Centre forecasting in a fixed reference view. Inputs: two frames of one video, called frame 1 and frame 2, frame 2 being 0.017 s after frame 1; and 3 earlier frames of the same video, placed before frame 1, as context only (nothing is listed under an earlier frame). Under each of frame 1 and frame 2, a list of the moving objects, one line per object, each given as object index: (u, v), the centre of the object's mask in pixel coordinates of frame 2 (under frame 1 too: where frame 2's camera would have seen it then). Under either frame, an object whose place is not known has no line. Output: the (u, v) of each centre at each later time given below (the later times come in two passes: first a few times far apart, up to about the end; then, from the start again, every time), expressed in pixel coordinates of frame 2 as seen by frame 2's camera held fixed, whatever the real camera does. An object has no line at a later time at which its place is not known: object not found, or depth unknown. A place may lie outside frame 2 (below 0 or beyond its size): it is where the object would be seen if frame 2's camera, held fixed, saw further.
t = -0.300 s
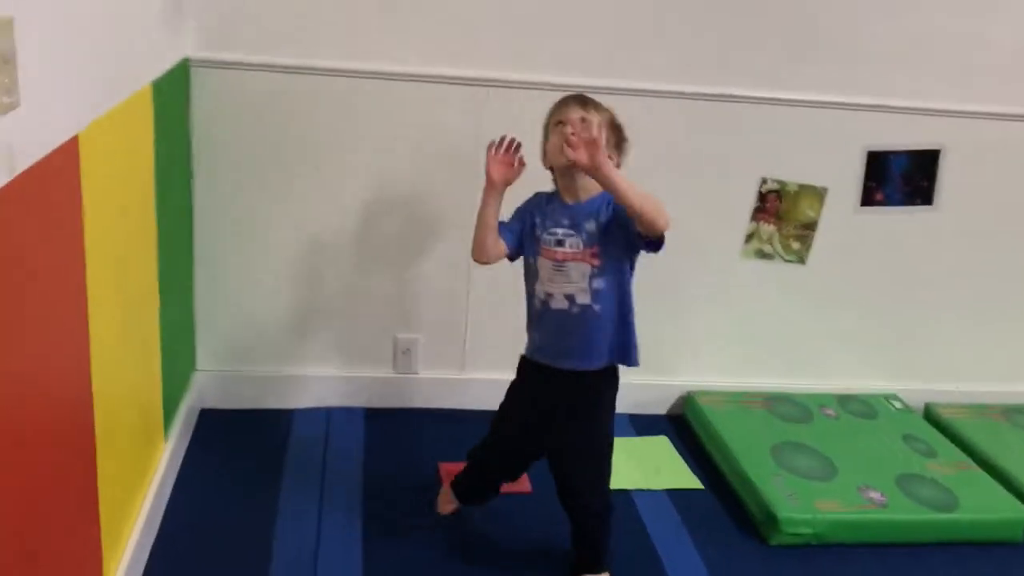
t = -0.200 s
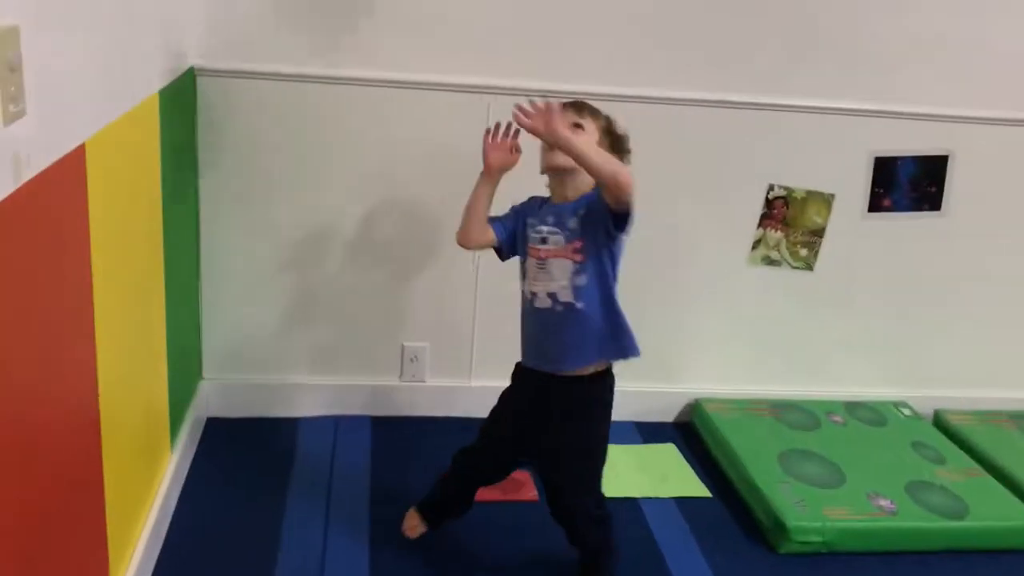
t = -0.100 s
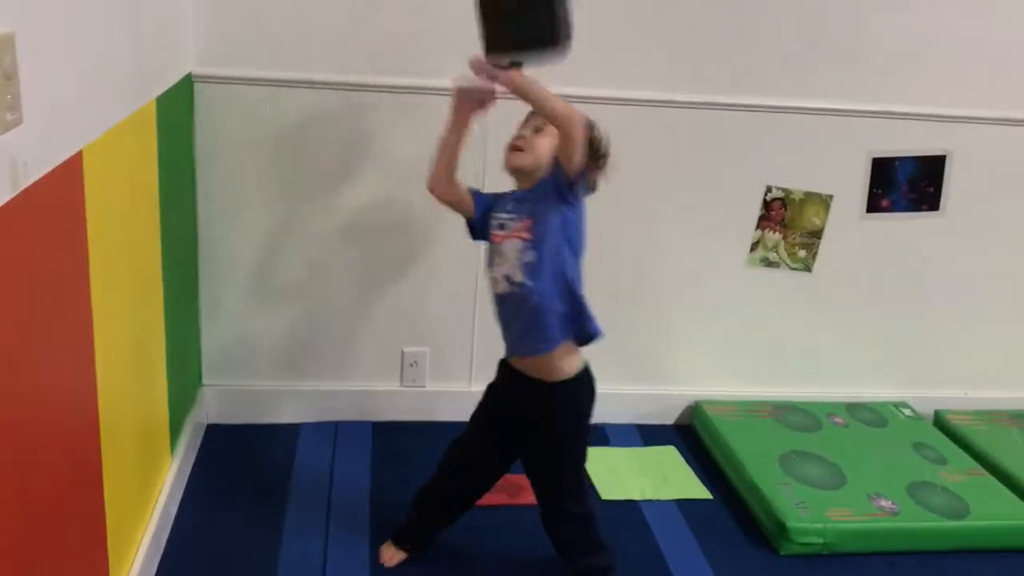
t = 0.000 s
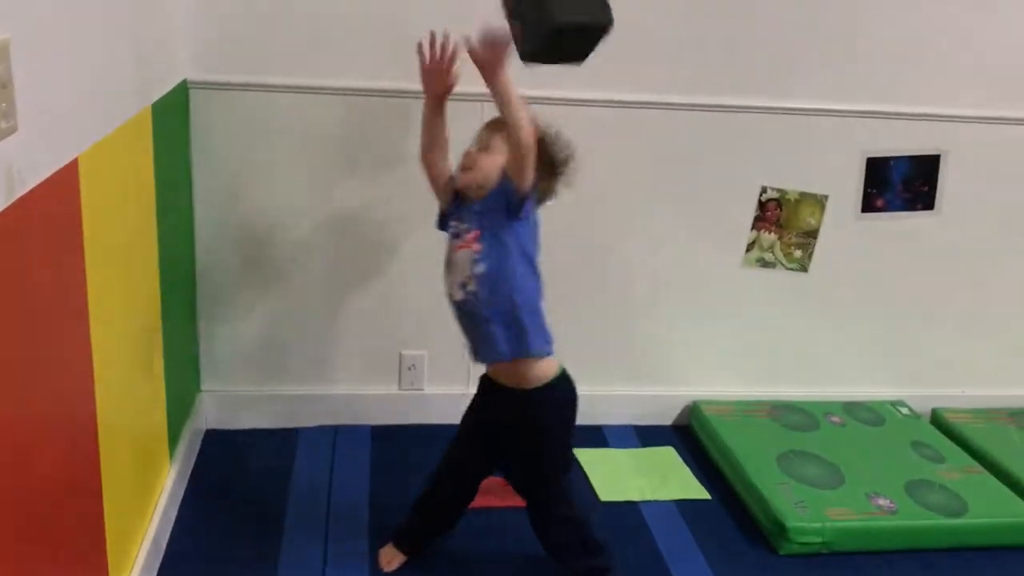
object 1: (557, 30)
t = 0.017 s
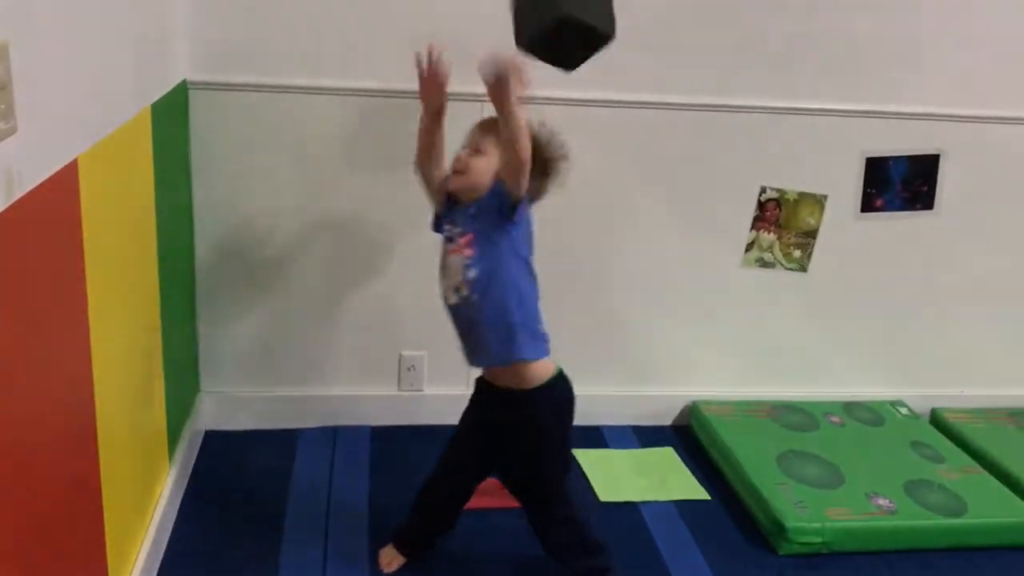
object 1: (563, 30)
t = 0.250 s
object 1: (625, 130)
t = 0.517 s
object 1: (643, 418)
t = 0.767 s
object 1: (727, 383)
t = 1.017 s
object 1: (793, 407)
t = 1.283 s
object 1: (809, 395)
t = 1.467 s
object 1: (816, 406)
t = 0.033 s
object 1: (568, 31)
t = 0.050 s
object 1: (573, 32)
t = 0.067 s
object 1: (578, 33)
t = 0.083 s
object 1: (584, 34)
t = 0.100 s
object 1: (589, 37)
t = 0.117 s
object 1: (595, 42)
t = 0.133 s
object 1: (599, 49)
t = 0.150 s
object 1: (604, 57)
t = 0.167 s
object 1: (608, 66)
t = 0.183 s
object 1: (612, 78)
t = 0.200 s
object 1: (616, 90)
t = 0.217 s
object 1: (619, 102)
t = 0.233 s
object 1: (622, 116)
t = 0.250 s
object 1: (625, 130)
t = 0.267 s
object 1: (626, 148)
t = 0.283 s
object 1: (630, 160)
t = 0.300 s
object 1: (632, 176)
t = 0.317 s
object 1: (634, 193)
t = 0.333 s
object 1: (636, 210)
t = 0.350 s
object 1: (638, 227)
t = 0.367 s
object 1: (639, 245)
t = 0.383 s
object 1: (640, 264)
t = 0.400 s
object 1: (641, 281)
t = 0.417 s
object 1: (642, 300)
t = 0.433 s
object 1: (642, 319)
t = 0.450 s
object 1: (643, 339)
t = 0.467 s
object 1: (644, 358)
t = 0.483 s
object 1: (644, 378)
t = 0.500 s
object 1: (643, 397)
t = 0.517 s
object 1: (643, 418)
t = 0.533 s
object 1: (643, 440)
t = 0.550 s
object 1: (648, 441)
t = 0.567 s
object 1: (653, 431)
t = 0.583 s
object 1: (660, 421)
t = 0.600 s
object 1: (666, 414)
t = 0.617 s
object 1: (671, 409)
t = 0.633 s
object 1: (679, 402)
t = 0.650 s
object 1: (686, 395)
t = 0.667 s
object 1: (692, 391)
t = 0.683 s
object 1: (698, 389)
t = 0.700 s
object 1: (703, 386)
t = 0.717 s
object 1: (710, 383)
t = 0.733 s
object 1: (716, 382)
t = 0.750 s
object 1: (721, 382)
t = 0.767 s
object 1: (727, 383)
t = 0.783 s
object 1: (732, 384)
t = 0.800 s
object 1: (737, 387)
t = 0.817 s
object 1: (742, 390)
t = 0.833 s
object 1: (747, 394)
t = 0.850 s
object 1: (752, 398)
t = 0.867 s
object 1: (757, 404)
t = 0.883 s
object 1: (761, 410)
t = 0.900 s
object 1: (765, 419)
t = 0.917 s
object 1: (770, 425)
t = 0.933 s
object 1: (774, 424)
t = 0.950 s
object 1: (777, 421)
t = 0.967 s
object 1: (781, 416)
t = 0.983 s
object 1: (785, 413)
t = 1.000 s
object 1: (789, 409)
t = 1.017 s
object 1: (793, 407)
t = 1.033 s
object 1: (796, 406)
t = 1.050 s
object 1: (799, 407)
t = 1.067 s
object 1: (802, 408)
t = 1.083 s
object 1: (805, 410)
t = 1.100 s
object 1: (807, 412)
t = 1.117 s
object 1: (809, 414)
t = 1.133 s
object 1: (809, 413)
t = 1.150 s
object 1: (809, 412)
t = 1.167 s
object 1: (809, 408)
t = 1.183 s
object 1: (809, 406)
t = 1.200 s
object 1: (809, 402)
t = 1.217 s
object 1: (808, 402)
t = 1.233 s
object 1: (809, 399)
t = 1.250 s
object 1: (808, 398)
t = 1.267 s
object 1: (809, 396)
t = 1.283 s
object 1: (809, 395)
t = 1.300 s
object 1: (809, 395)
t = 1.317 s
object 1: (809, 394)
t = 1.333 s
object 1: (810, 394)
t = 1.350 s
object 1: (810, 395)
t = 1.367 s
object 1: (811, 395)
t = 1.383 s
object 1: (811, 396)
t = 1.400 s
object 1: (812, 398)
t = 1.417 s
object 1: (813, 399)
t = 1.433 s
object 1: (814, 401)
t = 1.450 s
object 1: (815, 403)
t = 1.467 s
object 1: (816, 406)
